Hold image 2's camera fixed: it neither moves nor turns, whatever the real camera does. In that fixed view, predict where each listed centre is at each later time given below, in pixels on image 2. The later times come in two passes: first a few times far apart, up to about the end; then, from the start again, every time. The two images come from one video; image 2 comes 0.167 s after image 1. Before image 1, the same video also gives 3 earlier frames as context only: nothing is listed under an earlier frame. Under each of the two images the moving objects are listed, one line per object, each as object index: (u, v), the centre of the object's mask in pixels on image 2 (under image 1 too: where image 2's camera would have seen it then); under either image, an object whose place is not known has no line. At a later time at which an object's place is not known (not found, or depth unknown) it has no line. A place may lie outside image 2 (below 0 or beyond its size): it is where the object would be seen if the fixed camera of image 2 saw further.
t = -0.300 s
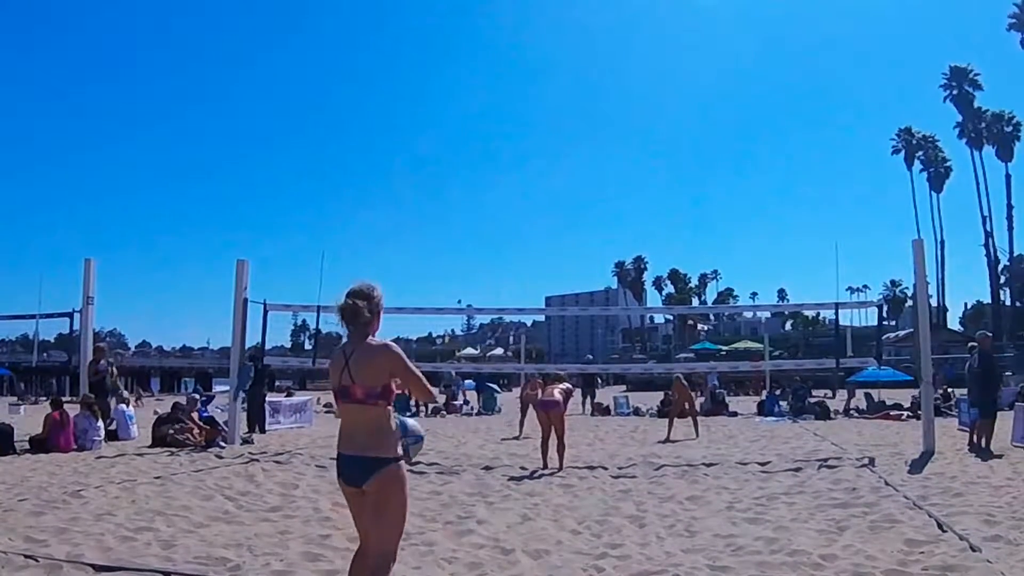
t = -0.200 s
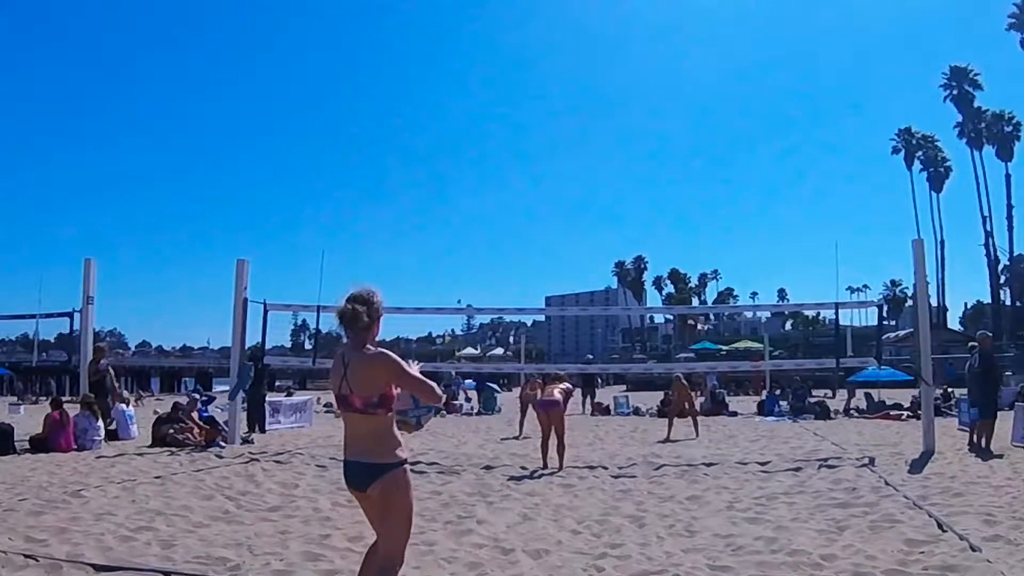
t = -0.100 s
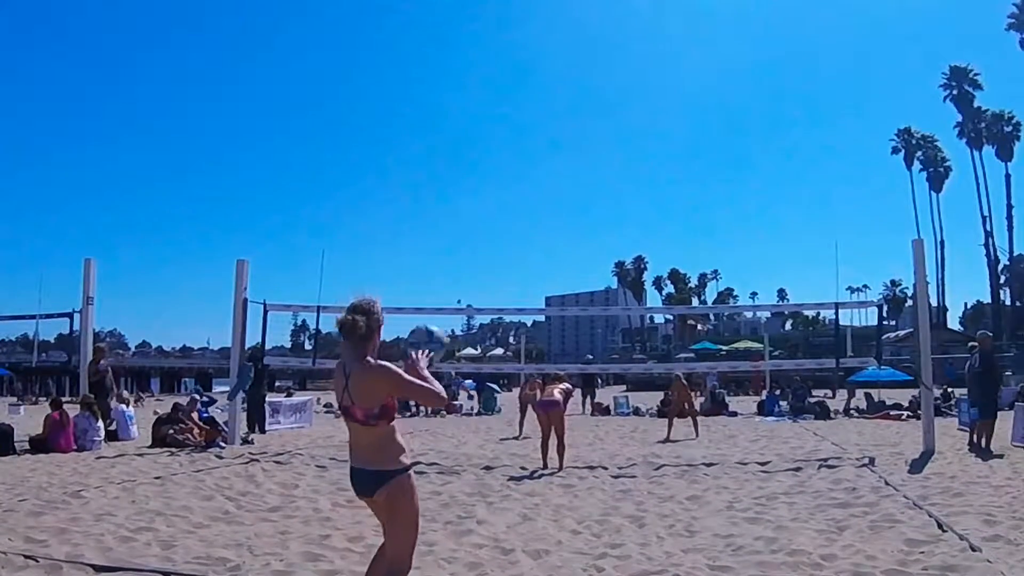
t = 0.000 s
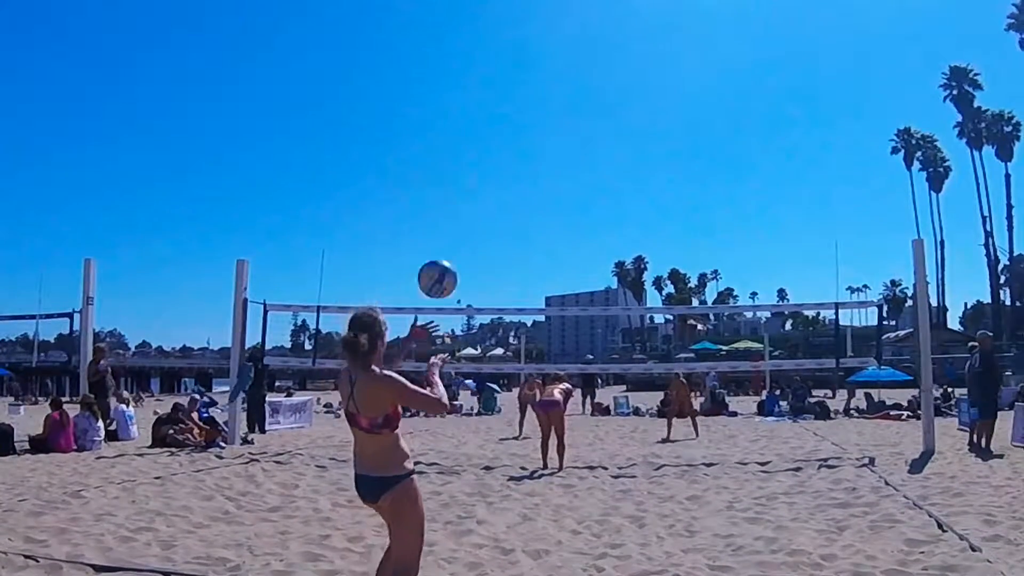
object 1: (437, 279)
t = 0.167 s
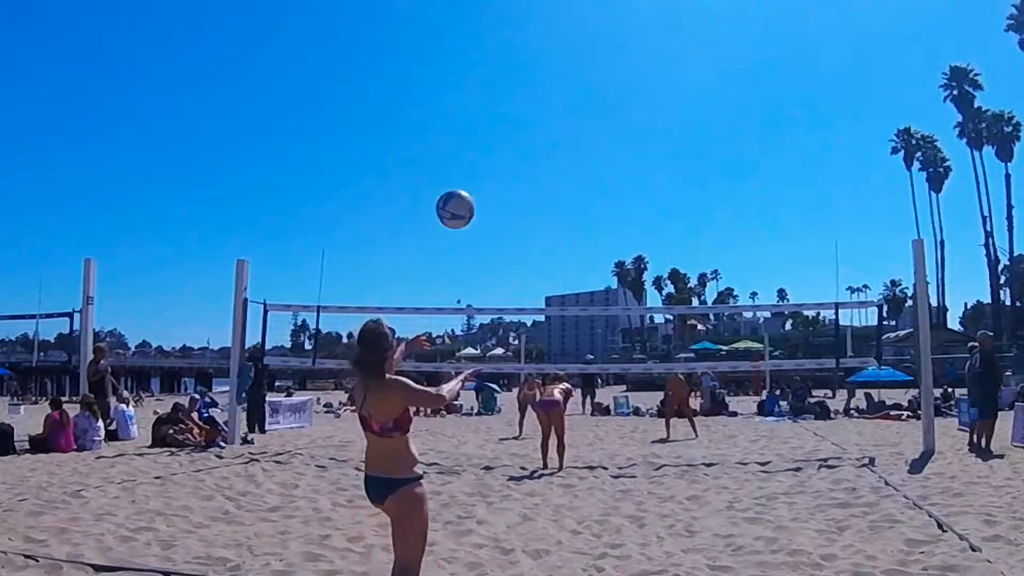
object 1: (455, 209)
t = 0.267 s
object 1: (465, 191)
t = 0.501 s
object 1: (484, 215)
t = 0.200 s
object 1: (458, 201)
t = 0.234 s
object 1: (461, 195)
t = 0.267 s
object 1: (465, 191)
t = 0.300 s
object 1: (468, 189)
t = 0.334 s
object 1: (470, 189)
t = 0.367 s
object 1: (473, 190)
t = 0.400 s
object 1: (476, 193)
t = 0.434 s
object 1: (479, 199)
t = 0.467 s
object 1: (481, 206)
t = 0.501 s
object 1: (484, 215)
